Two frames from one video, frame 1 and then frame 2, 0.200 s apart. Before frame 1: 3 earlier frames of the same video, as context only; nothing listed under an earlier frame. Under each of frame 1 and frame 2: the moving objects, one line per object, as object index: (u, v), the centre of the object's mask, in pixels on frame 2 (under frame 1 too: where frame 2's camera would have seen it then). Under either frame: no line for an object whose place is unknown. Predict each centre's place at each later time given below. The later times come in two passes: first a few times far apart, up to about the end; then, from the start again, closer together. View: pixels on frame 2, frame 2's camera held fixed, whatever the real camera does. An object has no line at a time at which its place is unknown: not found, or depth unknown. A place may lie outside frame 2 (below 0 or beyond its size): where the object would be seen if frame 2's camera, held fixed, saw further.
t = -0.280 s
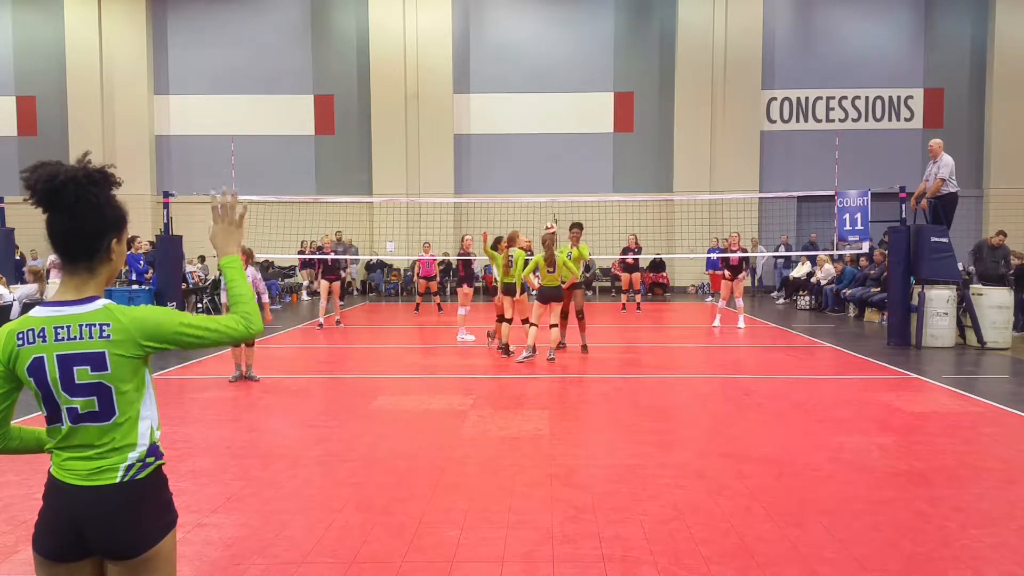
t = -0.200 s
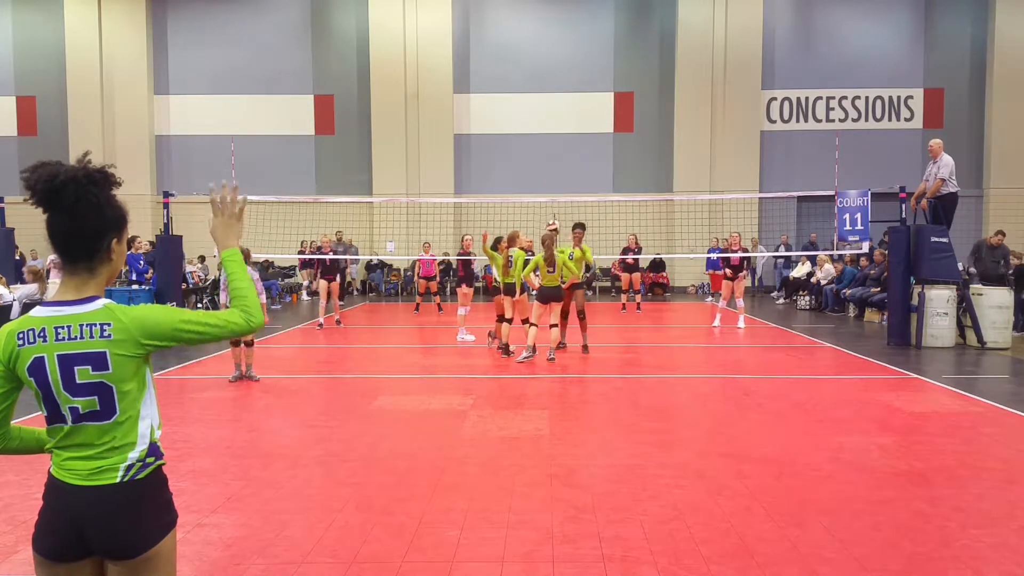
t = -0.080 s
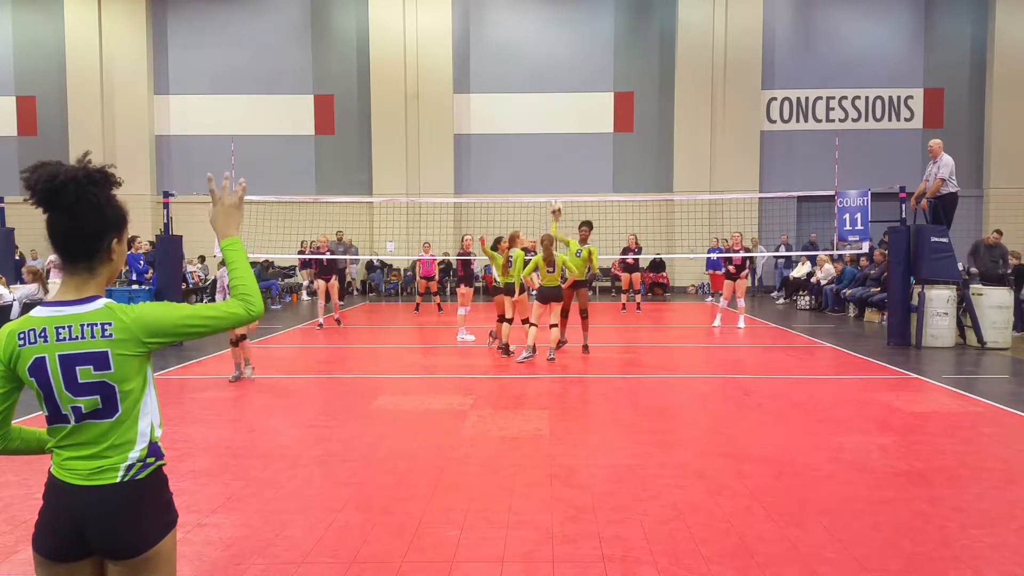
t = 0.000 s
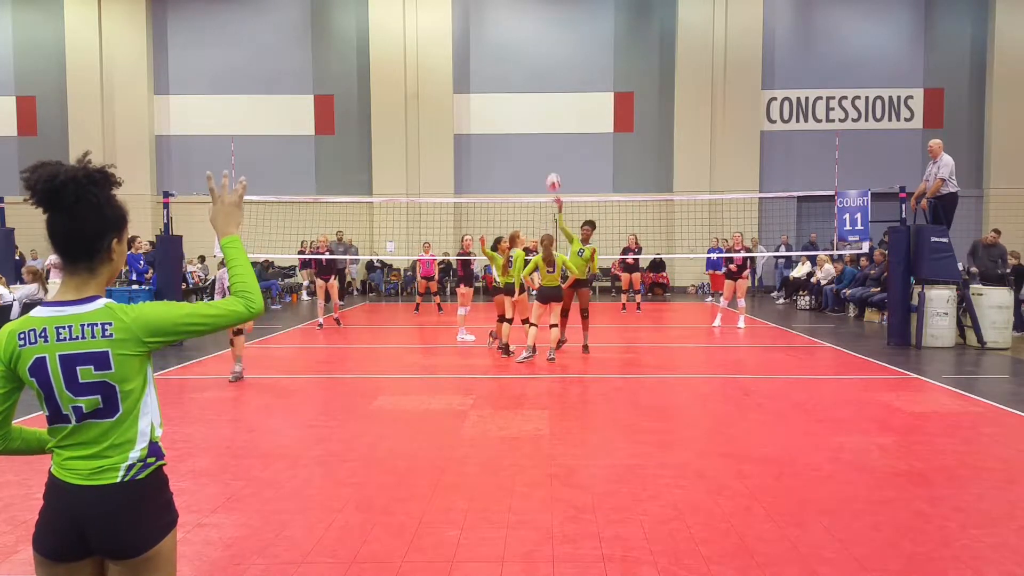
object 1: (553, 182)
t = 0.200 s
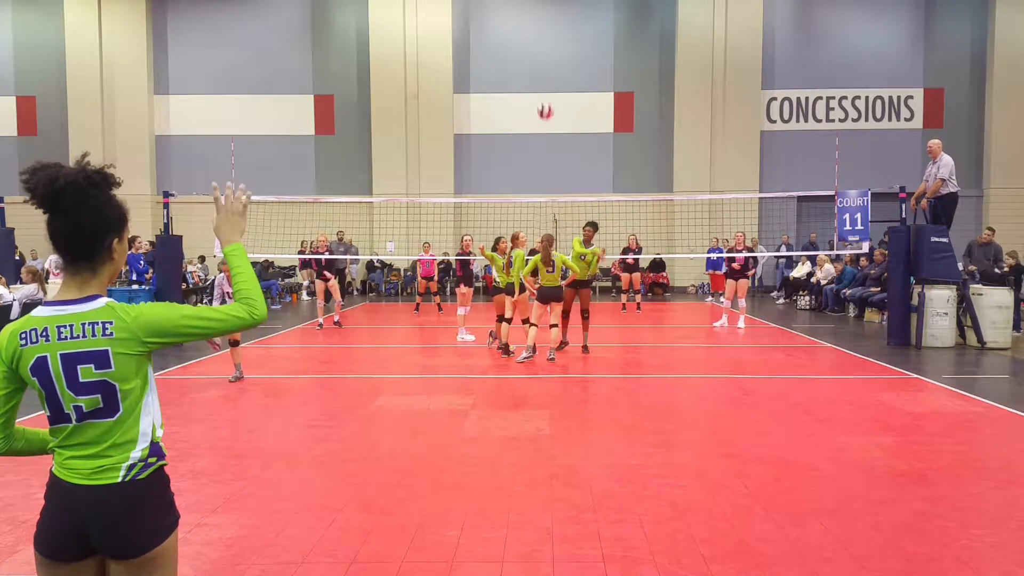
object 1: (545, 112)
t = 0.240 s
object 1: (543, 94)
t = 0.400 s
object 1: (534, 52)
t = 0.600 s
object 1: (519, 18)
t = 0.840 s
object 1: (493, 35)
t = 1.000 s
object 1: (461, 124)
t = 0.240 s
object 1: (543, 94)
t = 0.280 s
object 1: (541, 84)
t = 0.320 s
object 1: (540, 74)
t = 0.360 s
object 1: (536, 61)
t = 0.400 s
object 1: (534, 52)
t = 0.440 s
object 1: (533, 45)
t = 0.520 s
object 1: (526, 29)
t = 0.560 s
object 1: (523, 22)
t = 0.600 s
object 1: (519, 18)
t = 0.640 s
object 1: (516, 15)
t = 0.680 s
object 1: (512, 15)
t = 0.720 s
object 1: (508, 16)
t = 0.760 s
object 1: (501, 21)
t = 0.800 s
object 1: (497, 27)
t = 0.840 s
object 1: (493, 35)
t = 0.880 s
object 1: (485, 53)
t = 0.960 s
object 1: (471, 85)
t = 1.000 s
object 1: (461, 124)
